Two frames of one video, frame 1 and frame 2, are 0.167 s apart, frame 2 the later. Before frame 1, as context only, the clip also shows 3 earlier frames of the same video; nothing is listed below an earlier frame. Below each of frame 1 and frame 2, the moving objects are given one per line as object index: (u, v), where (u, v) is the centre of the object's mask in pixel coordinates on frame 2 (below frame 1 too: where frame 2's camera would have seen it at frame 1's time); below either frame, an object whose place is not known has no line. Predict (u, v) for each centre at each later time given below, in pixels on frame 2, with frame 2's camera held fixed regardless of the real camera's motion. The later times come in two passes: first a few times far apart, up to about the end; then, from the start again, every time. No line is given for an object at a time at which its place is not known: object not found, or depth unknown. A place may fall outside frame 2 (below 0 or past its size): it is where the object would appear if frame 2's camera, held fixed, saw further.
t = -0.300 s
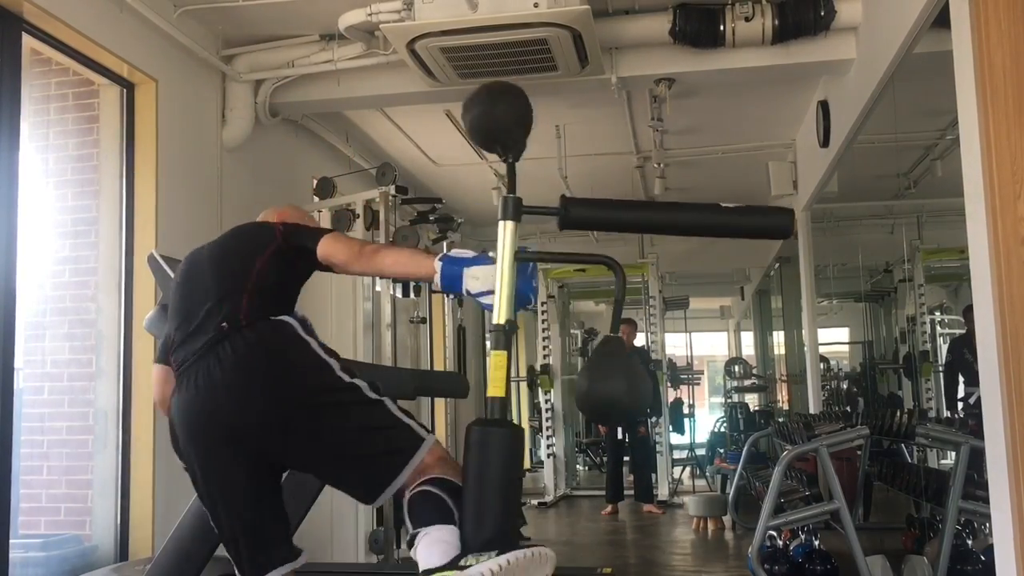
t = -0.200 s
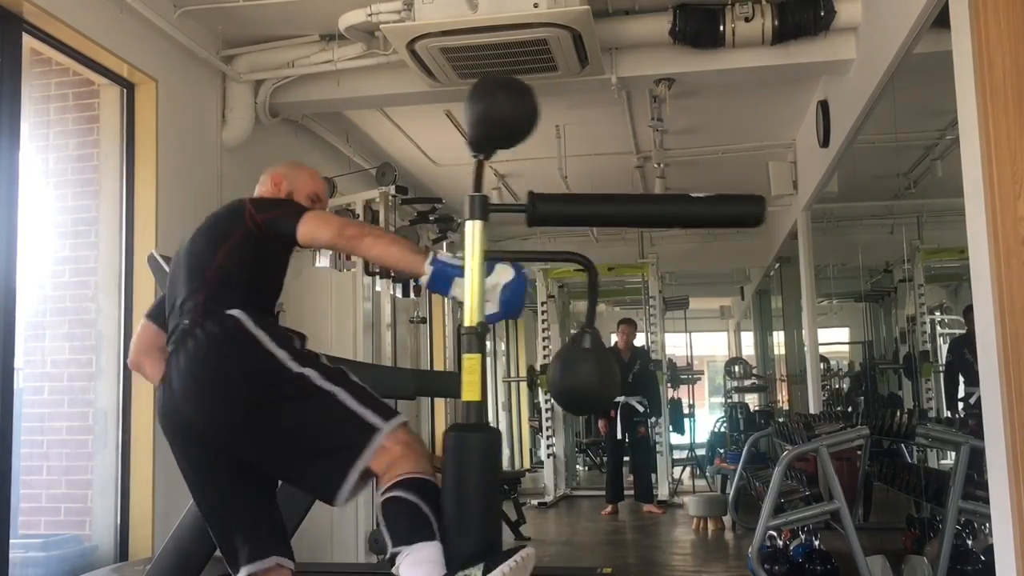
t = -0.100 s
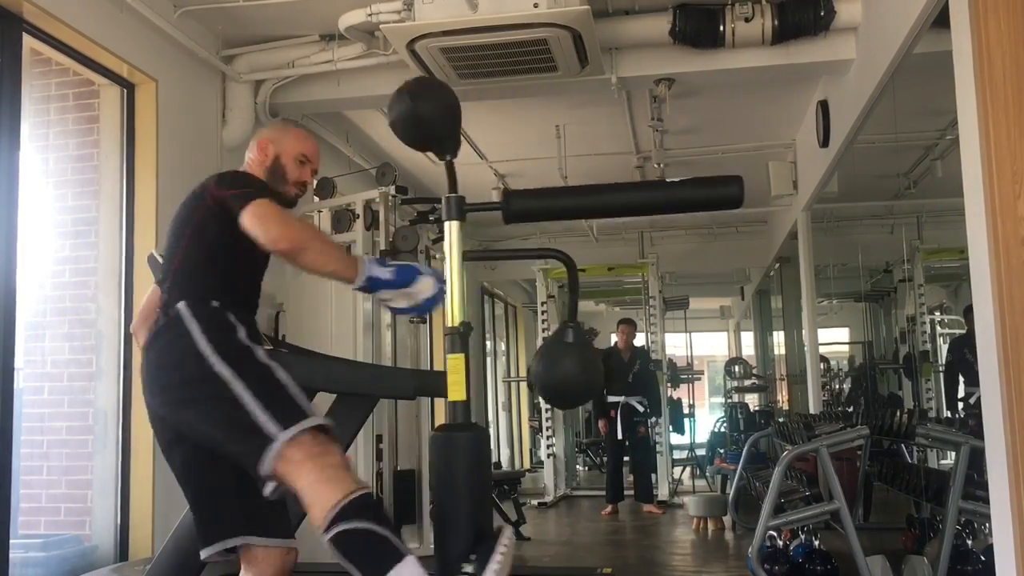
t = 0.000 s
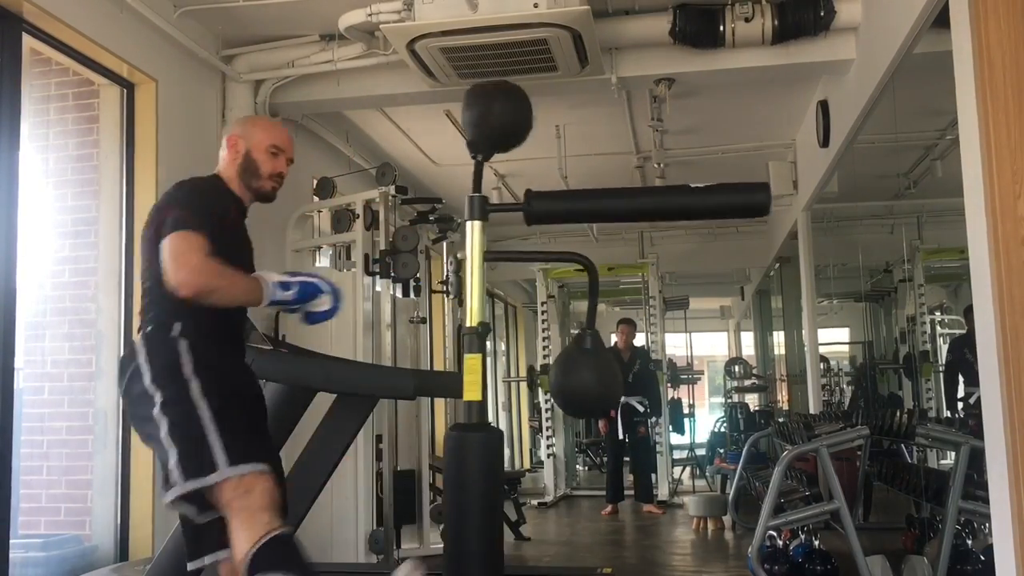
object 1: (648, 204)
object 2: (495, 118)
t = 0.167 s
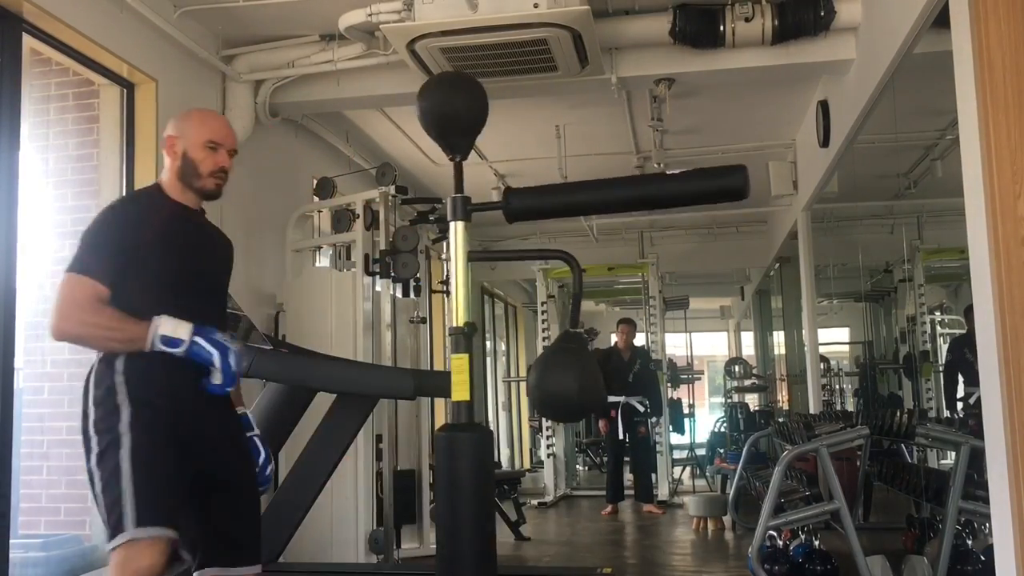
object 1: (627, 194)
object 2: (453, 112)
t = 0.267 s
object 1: (638, 196)
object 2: (475, 112)
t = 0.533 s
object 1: (622, 187)
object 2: (474, 110)
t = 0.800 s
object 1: (596, 179)
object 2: (473, 110)
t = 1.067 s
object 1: (565, 174)
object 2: (472, 110)
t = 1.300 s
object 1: (538, 171)
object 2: (470, 110)
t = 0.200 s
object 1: (627, 194)
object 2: (458, 114)
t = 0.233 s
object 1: (633, 194)
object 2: (467, 114)
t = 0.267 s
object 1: (638, 196)
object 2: (475, 112)
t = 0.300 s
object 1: (640, 195)
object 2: (481, 109)
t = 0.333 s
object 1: (638, 194)
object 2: (481, 110)
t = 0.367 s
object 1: (631, 191)
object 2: (475, 110)
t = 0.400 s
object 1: (624, 190)
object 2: (467, 112)
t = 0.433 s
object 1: (621, 188)
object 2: (460, 113)
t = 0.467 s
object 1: (620, 187)
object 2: (460, 113)
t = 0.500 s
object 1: (621, 187)
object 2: (467, 111)
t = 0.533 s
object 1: (622, 187)
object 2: (474, 110)
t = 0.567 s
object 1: (620, 186)
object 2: (478, 110)
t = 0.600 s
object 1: (616, 185)
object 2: (476, 111)
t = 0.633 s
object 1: (611, 183)
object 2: (471, 111)
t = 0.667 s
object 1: (606, 182)
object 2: (466, 112)
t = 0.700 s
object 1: (603, 181)
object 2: (464, 112)
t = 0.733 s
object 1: (601, 180)
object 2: (466, 111)
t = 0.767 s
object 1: (599, 180)
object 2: (469, 110)
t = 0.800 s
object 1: (596, 179)
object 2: (473, 110)
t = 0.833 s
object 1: (592, 179)
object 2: (474, 110)
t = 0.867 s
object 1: (588, 178)
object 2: (472, 111)
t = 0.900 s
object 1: (583, 177)
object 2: (469, 111)
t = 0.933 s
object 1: (579, 176)
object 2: (466, 111)
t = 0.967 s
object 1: (576, 176)
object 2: (466, 111)
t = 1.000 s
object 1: (573, 175)
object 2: (468, 110)
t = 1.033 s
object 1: (569, 175)
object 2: (470, 110)
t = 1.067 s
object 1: (565, 174)
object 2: (472, 110)
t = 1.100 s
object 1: (561, 173)
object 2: (471, 111)
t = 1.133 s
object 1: (557, 173)
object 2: (469, 111)
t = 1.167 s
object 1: (553, 172)
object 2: (468, 111)
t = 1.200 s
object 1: (550, 172)
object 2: (467, 111)
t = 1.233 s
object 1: (546, 171)
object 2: (468, 111)
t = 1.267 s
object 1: (543, 171)
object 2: (469, 110)
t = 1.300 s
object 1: (538, 171)
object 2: (470, 110)
